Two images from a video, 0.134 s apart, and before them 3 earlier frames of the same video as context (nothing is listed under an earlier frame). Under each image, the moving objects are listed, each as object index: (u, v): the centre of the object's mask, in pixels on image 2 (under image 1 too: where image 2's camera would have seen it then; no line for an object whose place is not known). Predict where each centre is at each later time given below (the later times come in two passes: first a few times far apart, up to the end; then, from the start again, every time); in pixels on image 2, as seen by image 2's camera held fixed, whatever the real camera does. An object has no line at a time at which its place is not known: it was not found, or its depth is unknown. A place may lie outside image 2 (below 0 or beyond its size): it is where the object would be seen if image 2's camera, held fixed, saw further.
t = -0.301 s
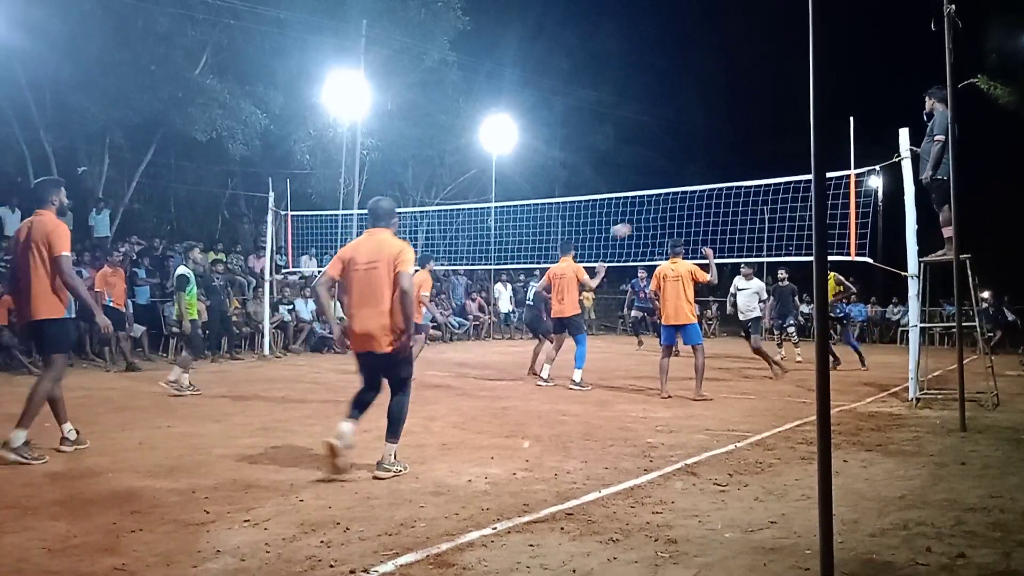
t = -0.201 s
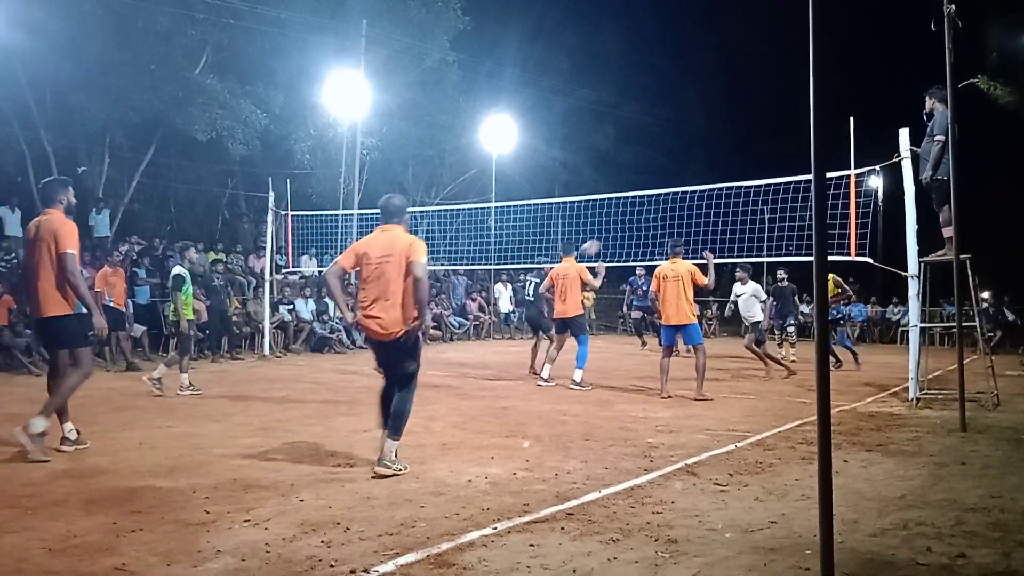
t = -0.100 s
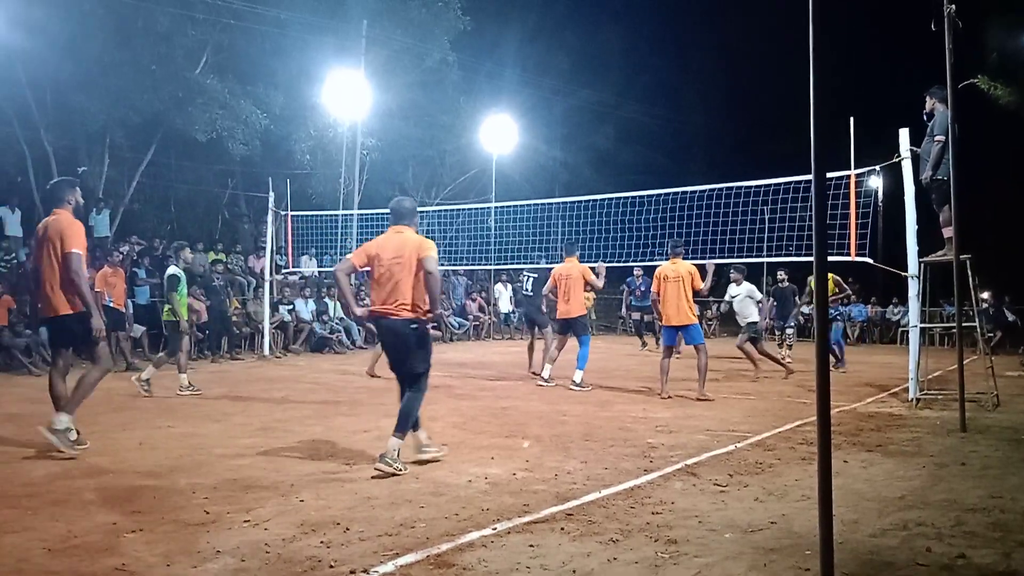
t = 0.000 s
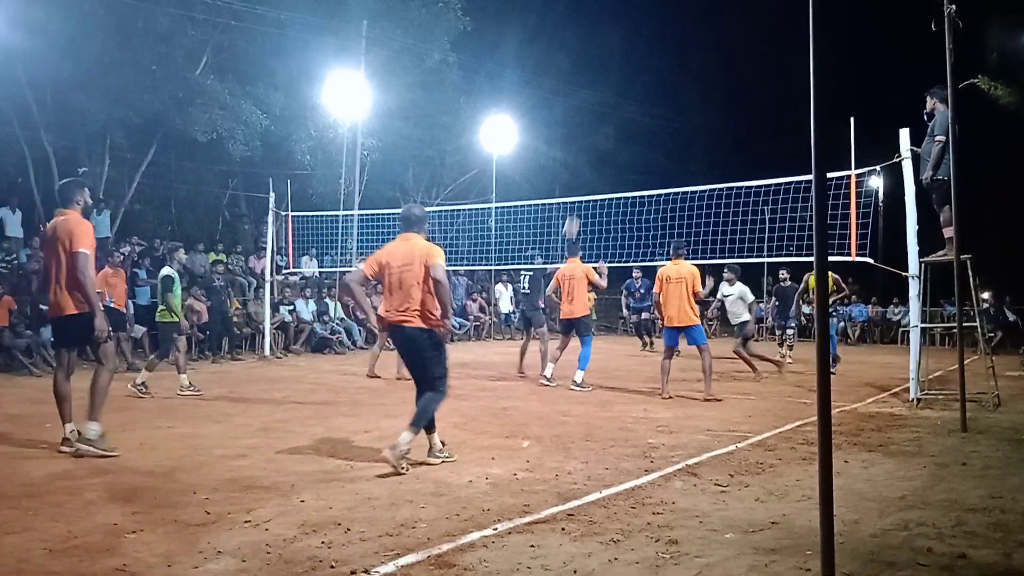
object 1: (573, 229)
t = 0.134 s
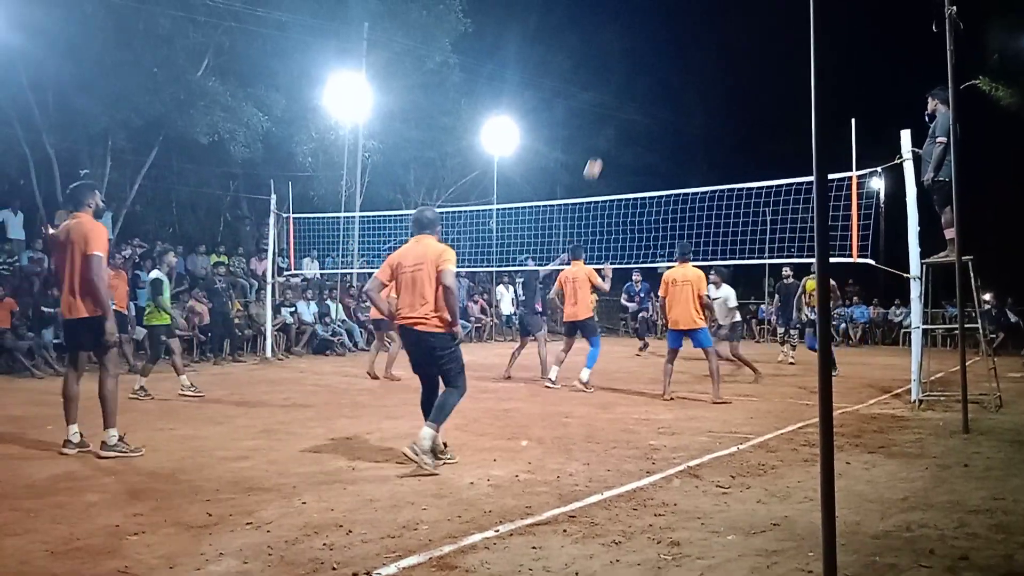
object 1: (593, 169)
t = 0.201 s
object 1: (604, 142)
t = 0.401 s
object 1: (635, 78)
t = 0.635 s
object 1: (673, 38)
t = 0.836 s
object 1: (706, 33)
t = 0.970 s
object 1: (729, 45)
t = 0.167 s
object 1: (598, 155)
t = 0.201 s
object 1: (604, 142)
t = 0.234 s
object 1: (609, 129)
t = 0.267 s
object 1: (615, 118)
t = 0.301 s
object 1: (620, 107)
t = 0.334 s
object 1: (625, 97)
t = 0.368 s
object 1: (630, 87)
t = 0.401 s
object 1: (635, 78)
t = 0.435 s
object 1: (641, 70)
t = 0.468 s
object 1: (646, 63)
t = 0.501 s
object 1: (651, 57)
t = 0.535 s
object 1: (657, 51)
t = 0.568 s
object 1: (662, 46)
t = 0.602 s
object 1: (668, 41)
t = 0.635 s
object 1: (673, 38)
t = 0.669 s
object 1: (679, 34)
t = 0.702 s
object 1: (684, 32)
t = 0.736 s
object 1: (689, 31)
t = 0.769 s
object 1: (694, 31)
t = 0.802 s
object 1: (700, 31)
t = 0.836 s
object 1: (706, 33)
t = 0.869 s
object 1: (711, 35)
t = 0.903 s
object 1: (717, 37)
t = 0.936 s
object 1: (723, 41)
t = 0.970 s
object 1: (729, 45)
